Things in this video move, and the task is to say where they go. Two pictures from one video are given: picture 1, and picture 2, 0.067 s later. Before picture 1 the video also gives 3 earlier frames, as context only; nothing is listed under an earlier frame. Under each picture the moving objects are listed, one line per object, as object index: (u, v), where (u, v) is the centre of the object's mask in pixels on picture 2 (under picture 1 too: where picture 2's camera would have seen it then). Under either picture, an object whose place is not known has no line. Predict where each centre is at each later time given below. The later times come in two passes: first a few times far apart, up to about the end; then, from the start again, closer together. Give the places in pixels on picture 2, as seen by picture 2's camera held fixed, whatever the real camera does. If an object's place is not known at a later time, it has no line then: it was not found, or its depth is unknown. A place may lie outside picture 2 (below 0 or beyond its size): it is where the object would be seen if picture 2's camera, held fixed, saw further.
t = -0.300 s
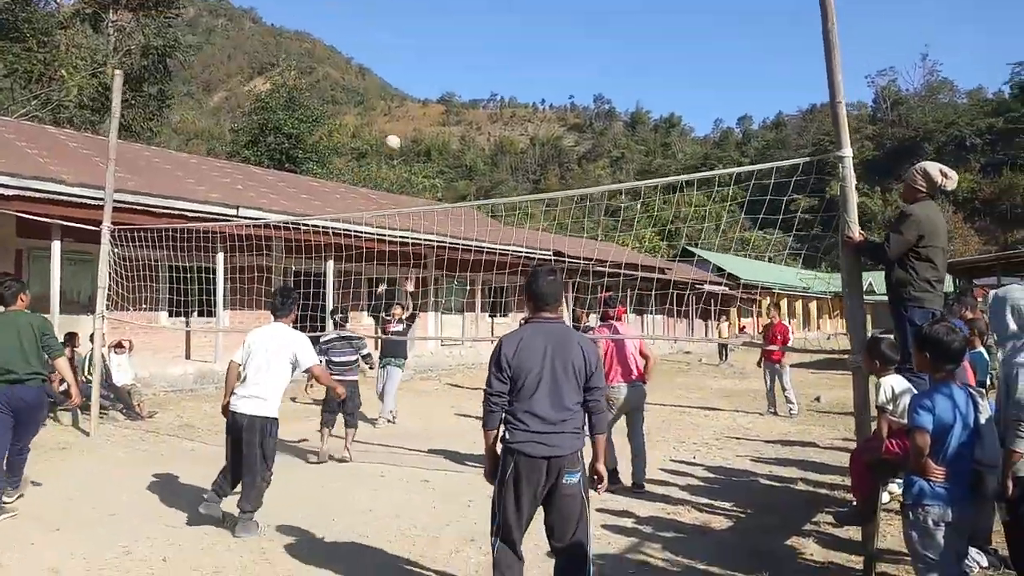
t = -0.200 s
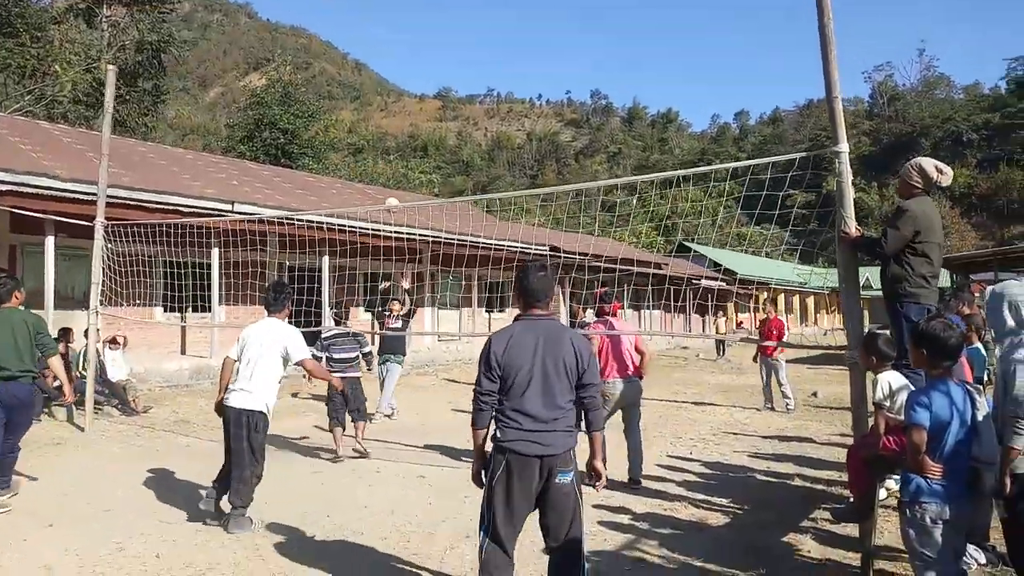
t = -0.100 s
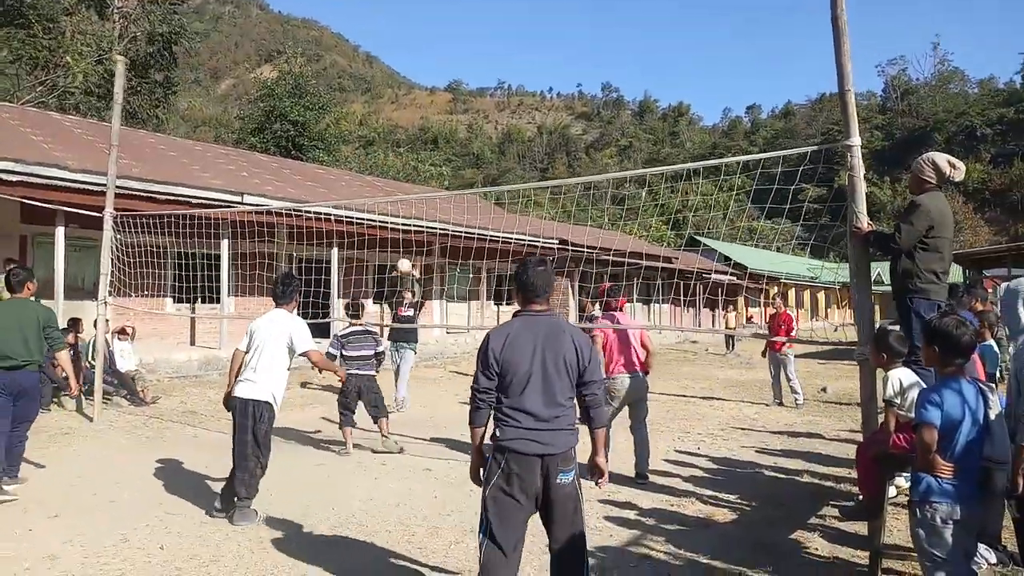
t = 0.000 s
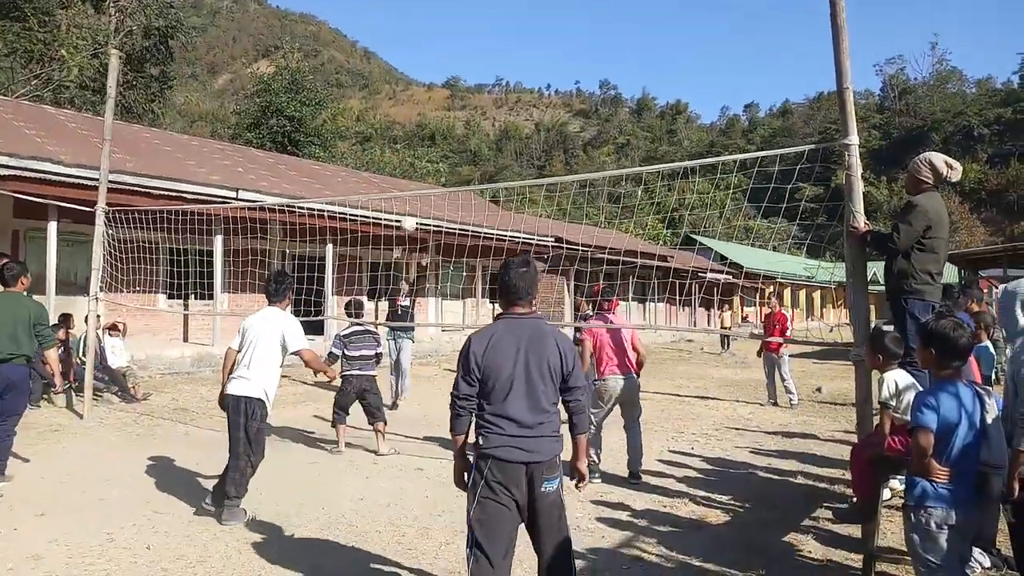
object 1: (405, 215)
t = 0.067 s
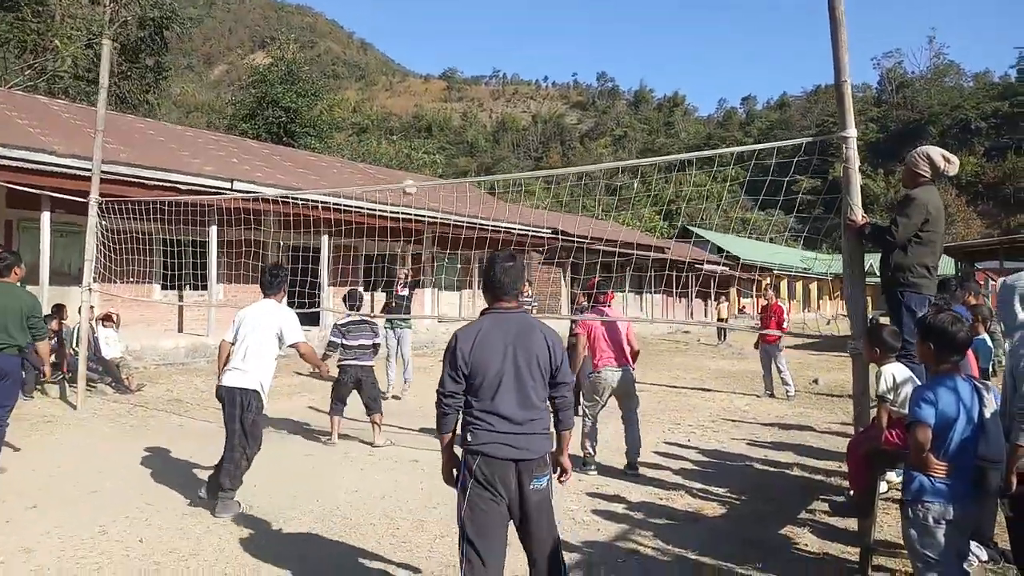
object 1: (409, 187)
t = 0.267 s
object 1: (423, 114)
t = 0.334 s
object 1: (426, 94)
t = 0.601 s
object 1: (446, 52)
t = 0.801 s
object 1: (461, 57)
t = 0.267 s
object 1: (423, 114)
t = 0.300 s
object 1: (424, 104)
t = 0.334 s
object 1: (426, 94)
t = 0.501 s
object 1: (440, 62)
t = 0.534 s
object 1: (442, 58)
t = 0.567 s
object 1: (444, 55)
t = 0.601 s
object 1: (446, 52)
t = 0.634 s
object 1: (449, 50)
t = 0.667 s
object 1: (451, 50)
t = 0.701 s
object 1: (453, 50)
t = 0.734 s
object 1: (455, 51)
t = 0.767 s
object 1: (458, 54)
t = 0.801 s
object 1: (461, 57)
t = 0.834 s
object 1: (464, 63)
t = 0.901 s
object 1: (469, 76)
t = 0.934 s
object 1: (466, 85)
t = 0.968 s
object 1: (473, 95)
